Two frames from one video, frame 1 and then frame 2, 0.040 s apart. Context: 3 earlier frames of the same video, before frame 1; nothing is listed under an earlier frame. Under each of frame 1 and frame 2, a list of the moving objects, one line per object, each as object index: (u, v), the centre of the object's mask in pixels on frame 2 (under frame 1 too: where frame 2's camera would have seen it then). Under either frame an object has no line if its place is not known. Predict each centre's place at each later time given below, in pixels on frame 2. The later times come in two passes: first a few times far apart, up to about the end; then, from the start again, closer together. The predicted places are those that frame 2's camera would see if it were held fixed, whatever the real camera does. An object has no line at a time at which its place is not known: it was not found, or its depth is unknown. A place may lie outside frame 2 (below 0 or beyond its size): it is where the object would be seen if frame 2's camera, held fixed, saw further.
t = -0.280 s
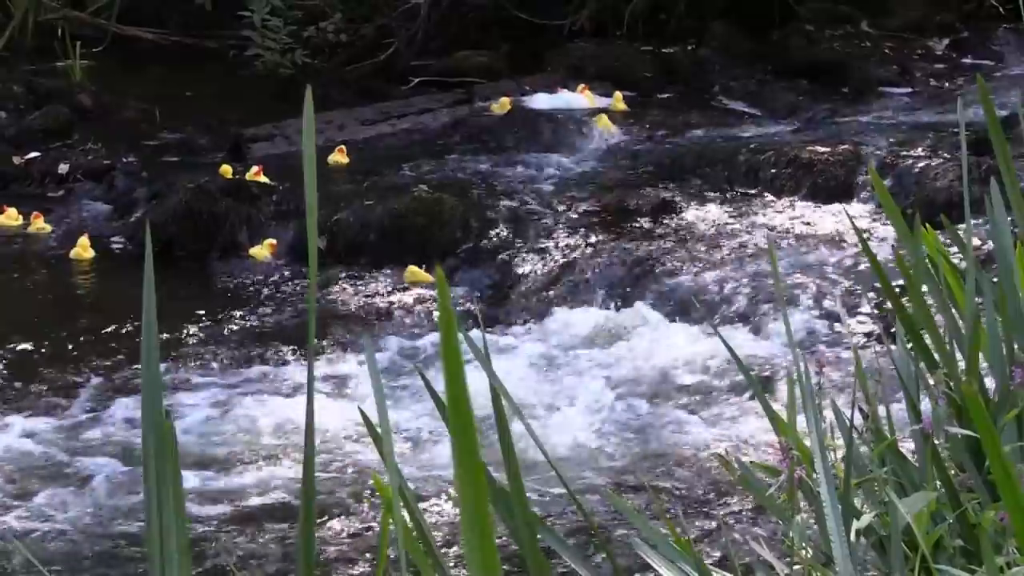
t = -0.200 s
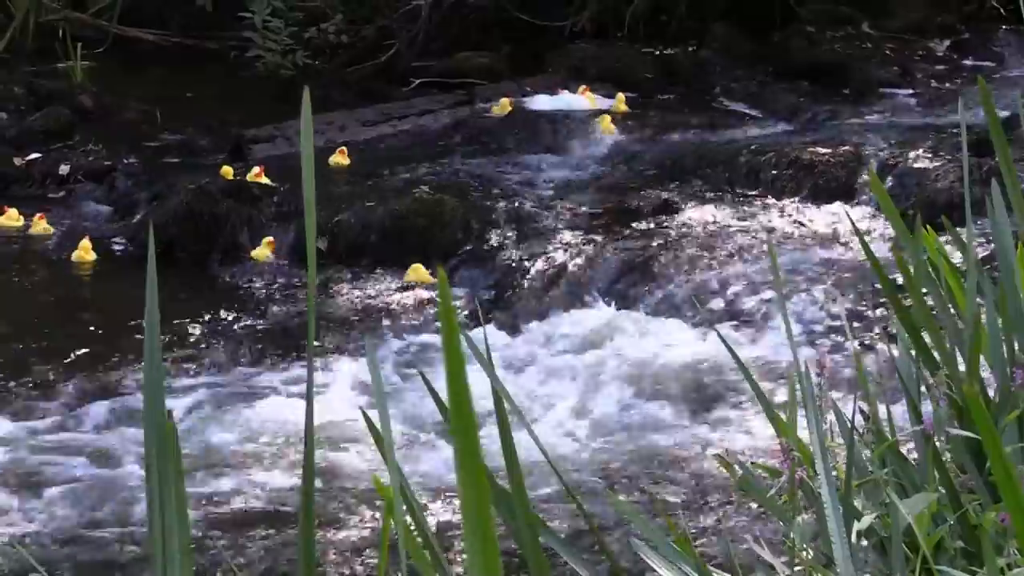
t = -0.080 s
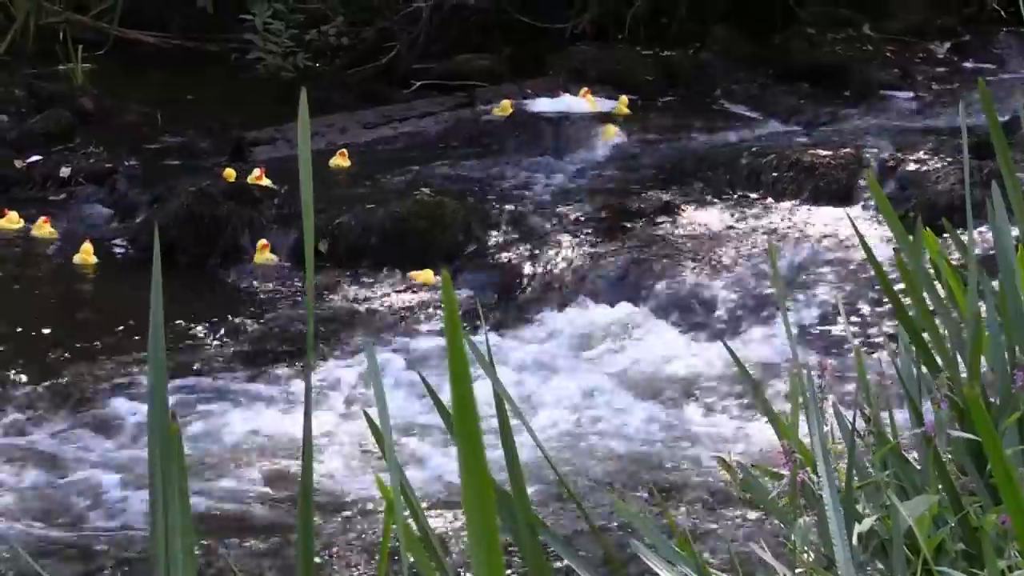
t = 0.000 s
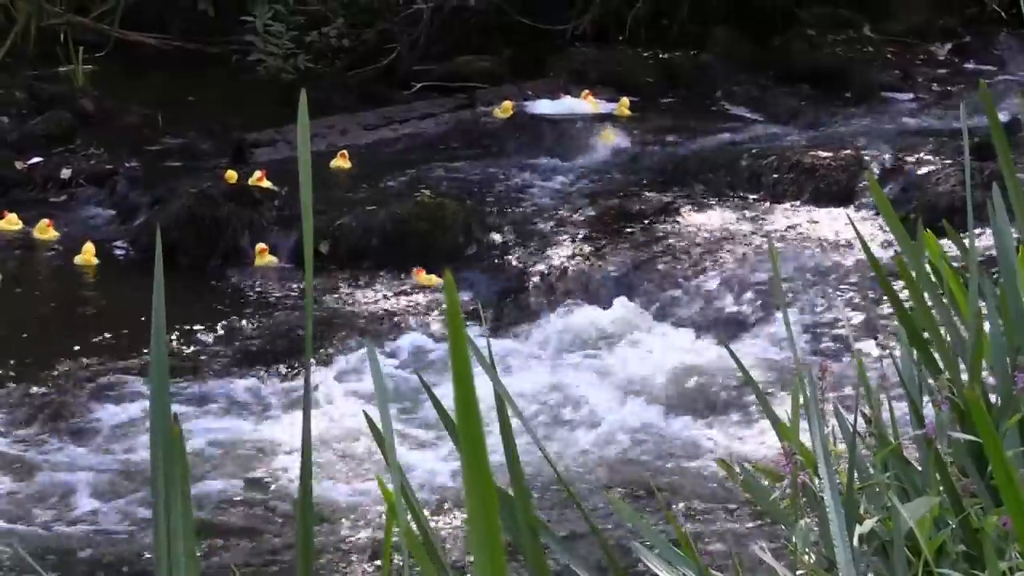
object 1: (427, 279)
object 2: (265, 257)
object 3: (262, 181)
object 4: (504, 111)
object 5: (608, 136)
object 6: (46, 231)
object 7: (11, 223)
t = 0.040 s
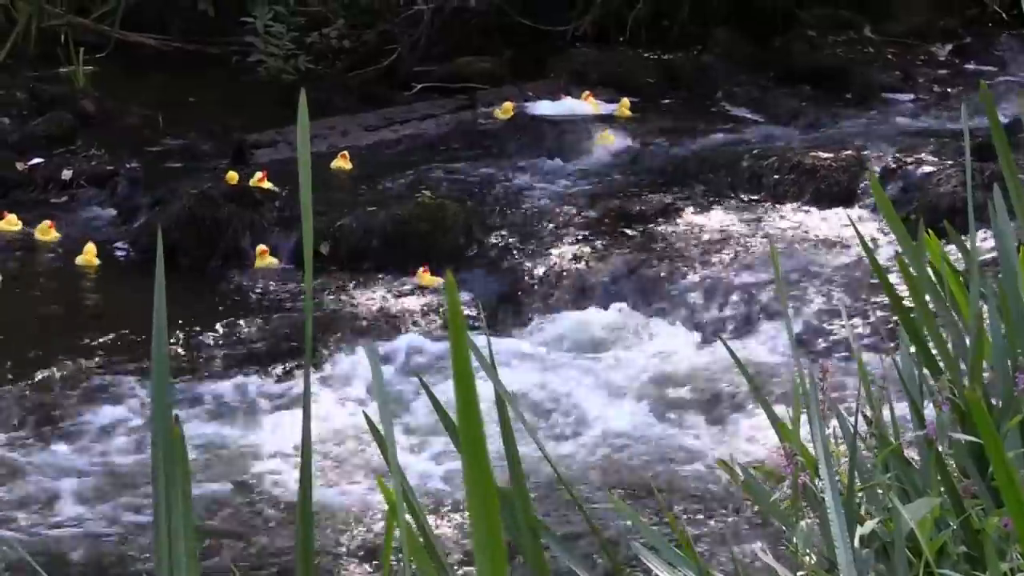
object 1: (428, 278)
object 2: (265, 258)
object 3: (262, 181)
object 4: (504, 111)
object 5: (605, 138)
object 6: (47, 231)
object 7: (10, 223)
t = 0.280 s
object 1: (424, 283)
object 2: (267, 258)
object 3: (263, 181)
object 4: (503, 113)
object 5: (590, 151)
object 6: (47, 234)
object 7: (2, 222)
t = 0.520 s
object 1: (414, 280)
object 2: (271, 259)
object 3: (265, 182)
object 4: (500, 114)
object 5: (573, 156)
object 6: (50, 236)
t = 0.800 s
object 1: (421, 279)
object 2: (273, 255)
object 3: (268, 183)
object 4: (494, 121)
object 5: (560, 169)
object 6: (61, 241)
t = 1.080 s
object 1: (429, 283)
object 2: (274, 261)
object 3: (270, 182)
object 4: (491, 123)
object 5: (545, 176)
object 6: (71, 243)
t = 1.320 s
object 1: (428, 284)
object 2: (275, 261)
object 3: (272, 183)
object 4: (483, 123)
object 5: (533, 184)
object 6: (77, 250)
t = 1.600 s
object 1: (426, 284)
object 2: (274, 258)
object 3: (273, 183)
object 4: (467, 126)
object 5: (522, 191)
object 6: (84, 249)
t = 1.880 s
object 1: (415, 281)
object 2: (270, 260)
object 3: (276, 183)
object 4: (438, 131)
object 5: (512, 199)
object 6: (88, 249)
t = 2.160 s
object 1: (420, 281)
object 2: (266, 263)
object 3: (277, 184)
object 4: (404, 137)
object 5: (504, 205)
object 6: (88, 252)
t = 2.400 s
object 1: (430, 281)
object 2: (267, 260)
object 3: (278, 183)
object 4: (381, 145)
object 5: (496, 214)
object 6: (86, 253)
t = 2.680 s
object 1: (422, 283)
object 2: (268, 256)
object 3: (276, 184)
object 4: (353, 149)
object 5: (498, 227)
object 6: (82, 254)
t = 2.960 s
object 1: (412, 282)
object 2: (268, 258)
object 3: (276, 184)
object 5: (479, 244)
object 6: (77, 256)
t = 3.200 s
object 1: (405, 282)
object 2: (270, 260)
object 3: (274, 184)
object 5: (427, 279)
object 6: (75, 255)
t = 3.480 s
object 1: (399, 284)
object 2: (272, 261)
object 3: (272, 184)
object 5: (417, 277)
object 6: (73, 258)
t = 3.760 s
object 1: (391, 290)
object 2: (263, 259)
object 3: (278, 184)
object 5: (425, 276)
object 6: (72, 260)
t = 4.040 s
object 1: (378, 293)
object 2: (260, 261)
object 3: (277, 184)
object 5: (427, 280)
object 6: (71, 259)
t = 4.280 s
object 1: (367, 294)
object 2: (266, 259)
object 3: (273, 183)
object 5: (423, 279)
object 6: (67, 260)
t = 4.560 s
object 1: (352, 300)
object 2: (273, 260)
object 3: (272, 183)
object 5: (425, 283)
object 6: (61, 262)
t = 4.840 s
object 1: (335, 302)
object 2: (268, 262)
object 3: (275, 183)
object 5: (433, 280)
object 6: (57, 264)
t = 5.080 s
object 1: (320, 308)
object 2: (261, 259)
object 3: (275, 183)
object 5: (426, 280)
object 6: (52, 264)
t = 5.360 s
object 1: (296, 310)
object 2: (259, 261)
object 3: (275, 183)
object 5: (424, 281)
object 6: (48, 267)
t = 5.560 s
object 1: (280, 318)
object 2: (262, 261)
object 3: (276, 183)
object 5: (421, 281)
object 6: (47, 270)
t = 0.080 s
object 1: (429, 279)
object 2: (264, 258)
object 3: (262, 181)
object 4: (503, 111)
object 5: (601, 139)
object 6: (47, 232)
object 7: (9, 222)
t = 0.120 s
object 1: (428, 280)
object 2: (265, 258)
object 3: (263, 181)
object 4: (504, 111)
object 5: (600, 139)
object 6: (47, 232)
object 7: (7, 222)
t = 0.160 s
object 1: (427, 282)
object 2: (265, 258)
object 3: (263, 182)
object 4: (503, 111)
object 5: (599, 140)
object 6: (47, 233)
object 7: (5, 222)
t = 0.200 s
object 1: (426, 282)
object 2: (266, 258)
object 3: (263, 181)
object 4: (503, 111)
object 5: (597, 142)
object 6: (47, 233)
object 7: (2, 220)
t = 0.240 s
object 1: (424, 283)
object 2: (266, 258)
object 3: (264, 182)
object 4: (503, 112)
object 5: (595, 147)
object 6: (47, 234)
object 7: (3, 222)
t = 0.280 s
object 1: (424, 283)
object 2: (267, 258)
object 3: (263, 181)
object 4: (503, 113)
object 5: (590, 151)
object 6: (47, 234)
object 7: (2, 222)
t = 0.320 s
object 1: (421, 284)
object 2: (268, 259)
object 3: (264, 182)
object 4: (503, 113)
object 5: (586, 155)
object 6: (48, 235)
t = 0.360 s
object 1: (418, 283)
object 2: (268, 260)
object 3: (264, 182)
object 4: (502, 113)
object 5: (581, 157)
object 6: (47, 235)
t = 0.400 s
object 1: (416, 281)
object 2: (269, 260)
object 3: (264, 182)
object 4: (502, 113)
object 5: (579, 158)
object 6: (48, 235)
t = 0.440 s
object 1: (416, 280)
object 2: (269, 260)
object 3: (264, 182)
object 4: (502, 113)
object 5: (575, 158)
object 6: (48, 235)
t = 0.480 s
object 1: (415, 280)
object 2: (270, 260)
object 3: (264, 182)
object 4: (500, 114)
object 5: (573, 156)
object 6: (49, 235)
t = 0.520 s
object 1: (414, 280)
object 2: (271, 259)
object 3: (265, 182)
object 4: (500, 114)
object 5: (573, 156)
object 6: (50, 236)
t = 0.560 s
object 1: (415, 280)
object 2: (272, 259)
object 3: (265, 182)
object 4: (498, 115)
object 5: (570, 156)
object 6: (51, 236)
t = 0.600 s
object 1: (414, 280)
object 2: (272, 258)
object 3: (265, 182)
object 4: (498, 115)
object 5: (568, 156)
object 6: (53, 236)
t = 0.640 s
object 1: (415, 280)
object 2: (272, 257)
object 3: (266, 182)
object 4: (497, 116)
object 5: (566, 156)
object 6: (54, 237)
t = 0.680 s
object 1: (417, 280)
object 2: (272, 257)
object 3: (267, 182)
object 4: (497, 117)
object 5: (565, 158)
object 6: (56, 238)
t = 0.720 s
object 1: (417, 279)
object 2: (272, 256)
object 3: (267, 183)
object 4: (496, 119)
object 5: (563, 162)
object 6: (57, 239)
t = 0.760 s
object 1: (419, 279)
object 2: (273, 256)
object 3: (267, 182)
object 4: (495, 120)
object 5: (561, 167)
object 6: (59, 240)
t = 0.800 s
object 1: (421, 279)
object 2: (273, 255)
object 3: (268, 183)
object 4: (494, 121)
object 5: (560, 169)
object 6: (61, 241)
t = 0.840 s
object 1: (424, 280)
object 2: (273, 255)
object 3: (269, 183)
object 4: (494, 122)
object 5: (557, 171)
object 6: (63, 241)
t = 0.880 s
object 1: (427, 281)
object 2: (273, 256)
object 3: (269, 183)
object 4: (493, 122)
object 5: (555, 172)
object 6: (64, 241)
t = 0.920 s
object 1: (426, 284)
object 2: (273, 257)
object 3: (266, 182)
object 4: (493, 122)
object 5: (553, 172)
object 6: (66, 242)
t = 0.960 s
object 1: (430, 284)
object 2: (273, 258)
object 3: (269, 183)
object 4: (493, 122)
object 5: (551, 174)
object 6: (67, 242)
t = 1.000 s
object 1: (430, 284)
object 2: (273, 259)
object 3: (269, 182)
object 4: (493, 122)
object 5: (548, 174)
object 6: (68, 243)
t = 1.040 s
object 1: (430, 283)
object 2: (274, 260)
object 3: (269, 182)
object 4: (492, 123)
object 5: (547, 175)
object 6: (70, 243)
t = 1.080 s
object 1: (429, 283)
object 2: (274, 261)
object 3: (270, 182)
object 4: (491, 123)
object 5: (545, 176)
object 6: (71, 243)
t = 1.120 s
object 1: (431, 284)
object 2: (275, 261)
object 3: (270, 182)
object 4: (491, 123)
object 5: (543, 177)
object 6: (73, 245)
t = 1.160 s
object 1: (432, 286)
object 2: (275, 261)
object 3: (267, 181)
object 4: (490, 122)
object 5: (541, 179)
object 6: (74, 247)
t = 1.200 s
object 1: (429, 284)
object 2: (275, 261)
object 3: (270, 182)
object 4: (488, 123)
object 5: (538, 180)
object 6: (74, 249)
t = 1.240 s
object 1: (427, 285)
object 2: (275, 261)
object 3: (268, 181)
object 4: (487, 123)
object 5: (536, 181)
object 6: (75, 250)
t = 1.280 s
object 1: (428, 284)
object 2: (275, 261)
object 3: (268, 181)
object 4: (485, 123)
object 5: (535, 183)
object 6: (76, 250)
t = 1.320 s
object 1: (428, 284)
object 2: (275, 261)
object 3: (272, 183)
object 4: (483, 123)
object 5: (533, 184)
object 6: (77, 250)
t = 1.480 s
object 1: (428, 283)
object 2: (274, 259)
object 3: (272, 182)
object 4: (475, 125)
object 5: (528, 188)
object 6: (81, 247)
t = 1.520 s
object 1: (427, 284)
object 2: (274, 259)
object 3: (273, 182)
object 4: (473, 125)
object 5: (526, 190)
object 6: (83, 248)
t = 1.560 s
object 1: (427, 285)
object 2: (274, 259)
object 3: (273, 183)
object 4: (470, 125)
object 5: (524, 191)
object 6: (84, 248)
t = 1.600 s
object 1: (426, 284)
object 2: (274, 258)
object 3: (273, 183)
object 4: (467, 126)
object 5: (522, 191)
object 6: (84, 249)
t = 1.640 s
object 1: (425, 284)
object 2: (273, 259)
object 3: (274, 183)
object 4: (464, 127)
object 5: (521, 193)
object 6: (85, 250)
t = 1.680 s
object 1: (426, 284)
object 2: (273, 259)
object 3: (275, 183)
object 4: (461, 128)
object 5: (519, 194)
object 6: (85, 250)
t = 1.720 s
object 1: (423, 285)
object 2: (273, 259)
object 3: (275, 183)
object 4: (457, 128)
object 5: (517, 195)
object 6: (87, 250)
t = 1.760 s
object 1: (420, 284)
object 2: (272, 260)
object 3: (276, 184)
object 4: (453, 129)
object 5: (516, 196)
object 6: (88, 250)
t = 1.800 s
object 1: (418, 283)
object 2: (269, 260)
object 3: (276, 183)
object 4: (448, 130)
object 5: (514, 196)
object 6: (88, 249)
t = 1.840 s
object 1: (417, 282)
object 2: (270, 260)
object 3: (276, 184)
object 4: (443, 131)
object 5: (513, 197)
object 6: (88, 249)
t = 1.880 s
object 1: (415, 281)
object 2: (270, 260)
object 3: (276, 183)
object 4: (438, 131)
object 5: (512, 199)
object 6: (88, 249)
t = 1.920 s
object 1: (414, 278)
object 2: (267, 260)
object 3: (276, 183)
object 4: (432, 132)
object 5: (511, 199)
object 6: (88, 249)
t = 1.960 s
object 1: (414, 278)
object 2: (267, 261)
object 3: (275, 183)
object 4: (427, 133)
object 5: (509, 200)
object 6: (87, 250)
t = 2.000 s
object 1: (415, 278)
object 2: (267, 262)
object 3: (276, 183)
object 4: (423, 133)
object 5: (508, 201)
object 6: (88, 250)
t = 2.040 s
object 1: (417, 279)
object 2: (266, 262)
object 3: (276, 183)
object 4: (418, 134)
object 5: (507, 202)
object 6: (88, 251)
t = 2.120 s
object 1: (419, 280)
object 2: (266, 263)
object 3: (277, 184)
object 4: (409, 137)
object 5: (505, 204)
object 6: (88, 252)
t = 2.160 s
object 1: (420, 281)
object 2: (266, 263)
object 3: (277, 184)
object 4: (404, 137)
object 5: (504, 205)
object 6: (88, 252)
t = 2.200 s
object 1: (422, 281)
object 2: (265, 262)
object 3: (277, 184)
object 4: (400, 140)
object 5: (503, 206)
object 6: (88, 253)
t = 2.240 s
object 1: (424, 281)
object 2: (265, 261)
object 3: (277, 184)
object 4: (396, 141)
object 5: (501, 208)
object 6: (87, 253)
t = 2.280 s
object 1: (426, 281)
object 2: (266, 260)
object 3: (277, 184)
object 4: (392, 143)
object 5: (500, 209)
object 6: (87, 252)
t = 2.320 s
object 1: (428, 280)
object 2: (266, 260)
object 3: (278, 183)
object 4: (389, 144)
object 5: (498, 212)
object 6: (87, 254)
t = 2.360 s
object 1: (429, 281)
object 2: (262, 260)
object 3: (278, 183)
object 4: (384, 145)
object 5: (498, 214)
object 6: (87, 253)
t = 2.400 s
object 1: (430, 281)
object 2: (267, 260)
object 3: (278, 183)
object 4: (381, 145)
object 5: (496, 214)
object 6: (86, 253)
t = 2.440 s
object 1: (429, 281)
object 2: (268, 260)
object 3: (278, 183)
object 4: (376, 146)
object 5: (495, 216)
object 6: (85, 253)
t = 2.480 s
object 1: (430, 280)
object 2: (268, 259)
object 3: (278, 183)
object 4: (372, 147)
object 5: (495, 217)
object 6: (85, 253)
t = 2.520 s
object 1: (429, 283)
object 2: (268, 259)
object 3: (277, 184)
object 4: (368, 147)
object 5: (496, 219)
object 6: (84, 253)
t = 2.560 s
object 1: (429, 282)
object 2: (268, 258)
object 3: (277, 184)
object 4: (364, 147)
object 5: (496, 220)
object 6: (84, 253)
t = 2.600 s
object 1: (426, 283)
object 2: (268, 257)
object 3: (276, 184)
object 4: (359, 148)
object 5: (498, 222)
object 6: (83, 254)
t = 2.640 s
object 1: (423, 282)
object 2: (268, 256)
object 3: (276, 184)
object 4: (356, 148)
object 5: (498, 224)
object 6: (82, 254)
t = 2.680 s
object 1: (422, 283)
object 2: (268, 256)
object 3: (276, 184)
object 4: (353, 149)
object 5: (498, 227)
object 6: (82, 254)
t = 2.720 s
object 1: (421, 284)
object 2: (268, 256)
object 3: (276, 184)
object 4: (349, 149)
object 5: (498, 229)
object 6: (81, 255)
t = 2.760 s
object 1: (418, 284)
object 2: (268, 256)
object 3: (276, 184)
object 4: (344, 150)
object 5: (497, 231)
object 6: (80, 255)
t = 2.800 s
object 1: (416, 284)
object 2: (268, 256)
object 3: (277, 184)
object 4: (339, 151)
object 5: (495, 234)
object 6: (80, 255)
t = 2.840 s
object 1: (415, 283)
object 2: (268, 256)
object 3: (276, 184)
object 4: (333, 151)
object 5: (493, 236)
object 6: (79, 256)
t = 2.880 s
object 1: (414, 285)
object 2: (268, 257)
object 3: (276, 184)
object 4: (331, 152)
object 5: (489, 239)
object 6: (79, 256)
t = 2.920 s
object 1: (413, 284)
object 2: (268, 258)
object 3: (276, 184)
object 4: (328, 153)
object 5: (486, 242)
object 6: (79, 256)
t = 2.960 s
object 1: (412, 282)
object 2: (268, 258)
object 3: (276, 184)
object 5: (479, 244)
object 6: (77, 256)
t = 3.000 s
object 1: (411, 282)
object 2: (268, 258)
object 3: (275, 184)
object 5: (471, 247)
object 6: (77, 256)
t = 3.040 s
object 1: (409, 282)
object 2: (268, 258)
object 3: (275, 184)
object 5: (461, 252)
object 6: (76, 255)
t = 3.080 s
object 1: (405, 282)
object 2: (269, 259)
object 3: (274, 184)
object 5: (452, 258)
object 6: (76, 255)
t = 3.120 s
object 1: (408, 283)
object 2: (269, 259)
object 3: (274, 184)
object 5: (441, 267)
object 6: (75, 255)
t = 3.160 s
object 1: (404, 282)
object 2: (270, 260)
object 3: (274, 184)
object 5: (436, 275)
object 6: (75, 255)
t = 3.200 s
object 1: (405, 282)
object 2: (270, 260)
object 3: (274, 184)
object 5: (427, 279)
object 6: (75, 255)
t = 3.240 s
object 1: (411, 283)
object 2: (270, 260)
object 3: (273, 184)
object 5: (421, 275)
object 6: (74, 256)
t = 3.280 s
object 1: (409, 283)
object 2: (271, 260)
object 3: (274, 184)
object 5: (412, 271)
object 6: (74, 257)
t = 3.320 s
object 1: (405, 281)
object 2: (270, 259)
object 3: (273, 184)
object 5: (413, 276)
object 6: (74, 257)
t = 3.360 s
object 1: (401, 284)
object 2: (272, 259)
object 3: (273, 184)
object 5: (414, 276)
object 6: (74, 258)
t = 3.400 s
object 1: (397, 282)
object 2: (272, 260)
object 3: (273, 184)
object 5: (414, 275)
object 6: (74, 258)
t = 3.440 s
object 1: (398, 284)
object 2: (272, 261)
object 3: (273, 184)
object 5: (415, 276)
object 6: (74, 258)
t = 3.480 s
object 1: (399, 284)
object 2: (272, 261)
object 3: (272, 184)
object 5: (417, 277)
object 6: (73, 258)
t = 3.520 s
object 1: (397, 285)
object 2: (272, 261)
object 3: (272, 183)
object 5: (418, 278)
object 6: (73, 258)
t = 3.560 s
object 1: (395, 287)
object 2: (272, 261)
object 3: (272, 183)
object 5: (417, 280)
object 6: (73, 258)
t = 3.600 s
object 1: (395, 288)
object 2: (270, 261)
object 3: (272, 183)
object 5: (418, 281)
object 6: (72, 259)
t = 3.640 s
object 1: (394, 289)
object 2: (269, 261)
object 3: (278, 184)
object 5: (418, 282)
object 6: (72, 259)
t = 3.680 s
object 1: (394, 289)
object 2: (267, 260)
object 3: (278, 184)
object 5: (420, 280)
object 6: (72, 259)
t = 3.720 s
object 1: (393, 289)
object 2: (264, 260)
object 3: (278, 184)
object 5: (423, 279)
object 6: (72, 260)
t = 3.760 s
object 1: (391, 290)
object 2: (263, 259)
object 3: (278, 184)
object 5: (425, 276)
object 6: (72, 260)
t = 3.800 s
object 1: (389, 291)
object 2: (262, 259)
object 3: (278, 184)
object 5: (427, 276)
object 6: (72, 261)
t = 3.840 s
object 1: (387, 291)
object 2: (261, 259)
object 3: (278, 184)
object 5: (429, 276)
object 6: (71, 260)
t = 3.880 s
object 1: (386, 291)
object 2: (261, 261)
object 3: (277, 184)
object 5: (429, 277)
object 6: (71, 260)
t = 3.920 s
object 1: (384, 292)
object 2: (261, 261)
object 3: (277, 184)
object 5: (428, 279)
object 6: (71, 260)
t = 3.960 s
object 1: (383, 292)
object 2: (260, 261)
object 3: (277, 184)
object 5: (427, 280)
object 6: (71, 259)
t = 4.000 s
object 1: (381, 293)
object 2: (259, 260)
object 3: (277, 184)
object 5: (426, 280)
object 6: (71, 259)
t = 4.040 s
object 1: (378, 293)
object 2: (260, 261)
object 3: (277, 184)
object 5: (427, 280)
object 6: (71, 259)
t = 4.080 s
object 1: (376, 293)
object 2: (261, 260)
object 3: (276, 184)
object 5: (426, 281)
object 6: (70, 259)
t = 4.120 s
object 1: (374, 293)
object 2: (262, 259)
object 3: (275, 184)
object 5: (426, 281)
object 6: (70, 259)
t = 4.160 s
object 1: (372, 292)
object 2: (263, 259)
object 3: (274, 184)
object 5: (425, 280)
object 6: (70, 259)
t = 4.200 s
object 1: (370, 293)
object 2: (264, 259)
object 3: (274, 183)
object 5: (424, 280)
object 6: (68, 260)
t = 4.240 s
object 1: (369, 293)
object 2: (265, 259)
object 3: (274, 183)
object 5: (423, 279)
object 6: (68, 260)
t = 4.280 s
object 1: (367, 294)
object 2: (266, 259)
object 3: (273, 183)
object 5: (423, 279)
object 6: (67, 260)
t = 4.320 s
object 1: (365, 295)
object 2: (268, 258)
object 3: (273, 183)
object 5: (421, 280)
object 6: (66, 260)
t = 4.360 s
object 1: (363, 296)
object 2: (270, 259)
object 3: (272, 183)
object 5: (420, 279)
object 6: (64, 260)
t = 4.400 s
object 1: (361, 297)
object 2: (271, 259)
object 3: (272, 183)
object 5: (420, 279)
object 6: (64, 260)
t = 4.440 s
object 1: (358, 297)
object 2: (270, 260)
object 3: (272, 183)
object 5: (419, 280)
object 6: (63, 260)
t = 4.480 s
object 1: (356, 298)
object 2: (271, 260)
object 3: (272, 183)
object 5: (420, 282)
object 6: (62, 261)
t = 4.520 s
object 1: (354, 299)
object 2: (272, 260)
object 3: (272, 183)
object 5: (421, 283)
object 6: (62, 262)
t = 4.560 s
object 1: (352, 300)
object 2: (273, 260)
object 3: (272, 183)
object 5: (425, 283)
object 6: (61, 262)
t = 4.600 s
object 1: (350, 302)
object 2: (273, 259)
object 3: (273, 183)
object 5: (424, 282)
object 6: (61, 263)
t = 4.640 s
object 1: (348, 302)
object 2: (273, 259)
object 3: (275, 183)
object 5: (426, 282)
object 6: (61, 263)
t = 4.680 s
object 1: (346, 302)
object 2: (273, 260)
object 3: (275, 183)
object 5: (427, 281)
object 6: (60, 264)
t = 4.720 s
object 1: (342, 302)
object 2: (272, 262)
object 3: (275, 183)
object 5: (429, 280)
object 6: (59, 264)
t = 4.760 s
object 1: (340, 302)
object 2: (270, 262)
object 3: (275, 183)
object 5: (430, 280)
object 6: (58, 264)
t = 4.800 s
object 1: (337, 301)
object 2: (269, 262)
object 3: (275, 183)
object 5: (432, 280)
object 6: (58, 264)
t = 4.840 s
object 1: (335, 302)
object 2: (268, 262)
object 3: (275, 183)
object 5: (433, 280)
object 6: (57, 264)
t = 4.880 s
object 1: (333, 302)
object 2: (267, 262)
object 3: (275, 183)
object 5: (434, 280)
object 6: (56, 264)
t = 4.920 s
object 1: (331, 303)
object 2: (266, 261)
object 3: (275, 183)
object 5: (435, 280)
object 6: (55, 264)
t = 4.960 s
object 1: (330, 304)
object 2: (264, 260)
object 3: (275, 183)
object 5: (432, 280)
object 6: (54, 264)
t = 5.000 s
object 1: (328, 305)
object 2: (262, 259)
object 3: (275, 183)
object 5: (432, 282)
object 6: (54, 264)
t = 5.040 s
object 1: (324, 307)
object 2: (261, 259)
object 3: (275, 183)
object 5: (428, 281)
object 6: (53, 264)
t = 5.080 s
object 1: (320, 308)
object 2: (261, 259)
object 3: (275, 183)
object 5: (426, 280)
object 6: (52, 264)
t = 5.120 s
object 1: (314, 308)
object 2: (261, 260)
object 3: (275, 183)
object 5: (424, 279)
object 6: (52, 264)
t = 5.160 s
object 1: (310, 308)
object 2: (260, 261)
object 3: (275, 183)
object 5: (424, 280)
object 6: (51, 265)
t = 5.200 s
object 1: (304, 307)
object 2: (259, 261)
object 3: (275, 183)
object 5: (425, 280)
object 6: (50, 265)
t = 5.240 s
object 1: (303, 308)
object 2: (259, 261)
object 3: (275, 183)
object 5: (424, 279)
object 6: (50, 266)
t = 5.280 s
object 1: (301, 308)
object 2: (259, 261)
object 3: (275, 183)
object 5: (425, 282)
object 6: (49, 266)
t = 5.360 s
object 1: (296, 310)
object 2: (259, 261)
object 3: (275, 183)
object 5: (424, 281)
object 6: (48, 267)
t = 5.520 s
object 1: (285, 317)
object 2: (262, 262)
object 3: (276, 183)
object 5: (423, 280)
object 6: (47, 271)
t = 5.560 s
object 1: (280, 318)
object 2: (262, 261)
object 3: (276, 183)
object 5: (421, 281)
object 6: (47, 270)
